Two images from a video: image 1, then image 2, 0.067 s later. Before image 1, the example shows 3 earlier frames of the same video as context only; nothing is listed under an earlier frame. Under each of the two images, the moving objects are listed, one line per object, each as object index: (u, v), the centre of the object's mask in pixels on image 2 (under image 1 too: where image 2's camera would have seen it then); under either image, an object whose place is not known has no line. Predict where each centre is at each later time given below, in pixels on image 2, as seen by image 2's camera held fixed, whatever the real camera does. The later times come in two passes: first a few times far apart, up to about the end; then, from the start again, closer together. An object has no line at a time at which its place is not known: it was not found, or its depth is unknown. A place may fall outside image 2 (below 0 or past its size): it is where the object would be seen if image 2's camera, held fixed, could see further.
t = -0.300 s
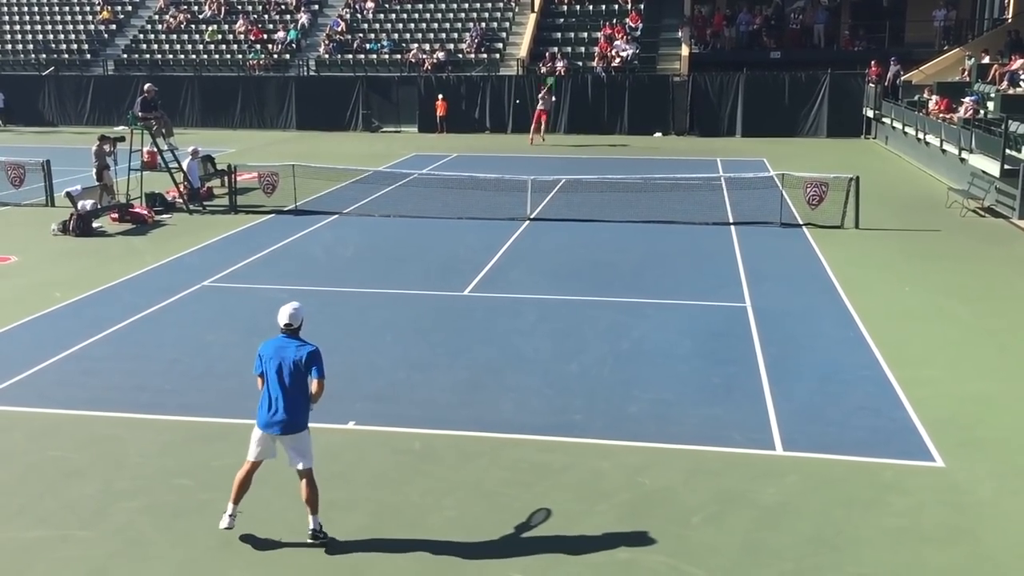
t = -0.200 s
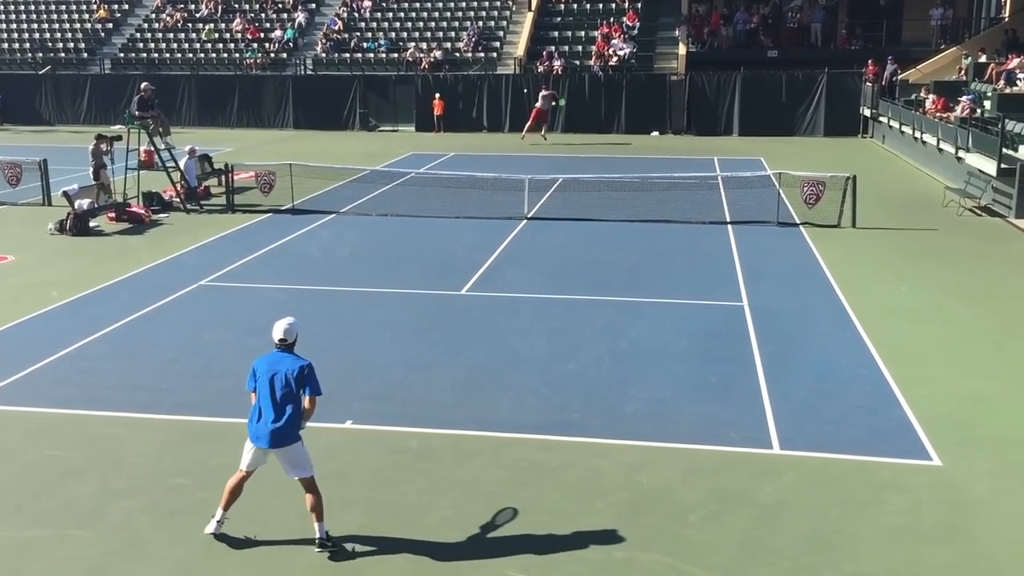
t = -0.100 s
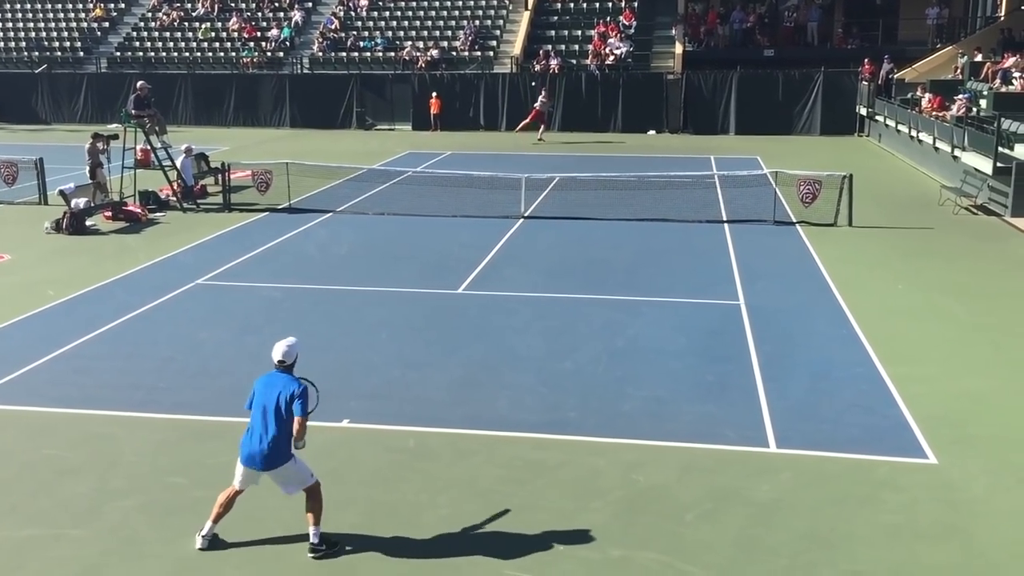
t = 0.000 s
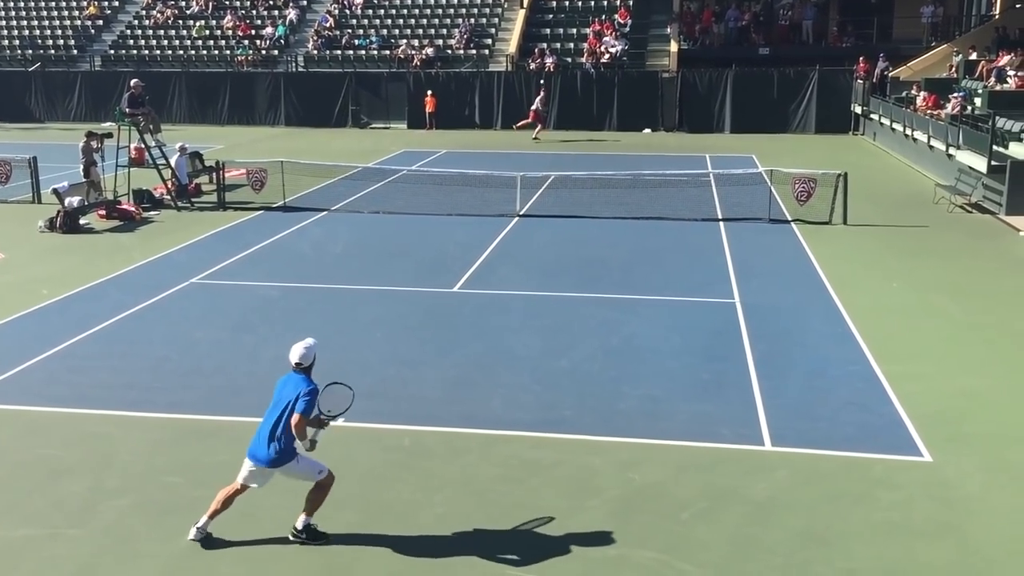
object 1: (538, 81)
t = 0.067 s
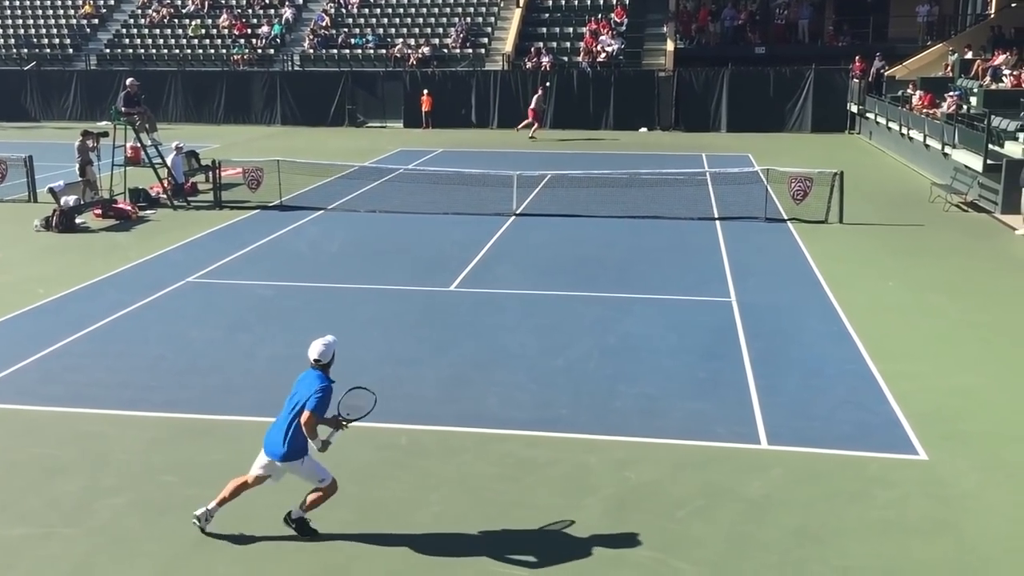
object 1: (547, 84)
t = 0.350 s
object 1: (599, 139)
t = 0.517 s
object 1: (641, 219)
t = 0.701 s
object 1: (703, 362)
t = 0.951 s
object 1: (803, 332)
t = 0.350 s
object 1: (599, 139)
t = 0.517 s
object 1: (641, 219)
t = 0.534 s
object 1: (646, 229)
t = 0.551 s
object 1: (650, 240)
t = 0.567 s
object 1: (655, 252)
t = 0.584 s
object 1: (662, 264)
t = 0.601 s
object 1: (668, 277)
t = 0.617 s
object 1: (673, 291)
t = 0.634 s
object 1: (679, 305)
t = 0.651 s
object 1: (684, 321)
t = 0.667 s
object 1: (691, 337)
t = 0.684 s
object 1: (698, 354)
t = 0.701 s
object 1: (703, 362)
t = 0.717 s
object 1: (709, 358)
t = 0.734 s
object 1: (714, 355)
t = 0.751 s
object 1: (720, 351)
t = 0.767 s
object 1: (725, 348)
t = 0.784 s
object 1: (731, 346)
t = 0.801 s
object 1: (737, 343)
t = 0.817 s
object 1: (744, 340)
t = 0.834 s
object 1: (750, 339)
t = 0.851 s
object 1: (757, 337)
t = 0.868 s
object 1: (764, 335)
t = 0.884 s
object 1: (772, 333)
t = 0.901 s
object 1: (779, 332)
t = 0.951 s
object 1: (803, 332)
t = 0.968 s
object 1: (812, 332)
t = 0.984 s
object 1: (821, 332)
